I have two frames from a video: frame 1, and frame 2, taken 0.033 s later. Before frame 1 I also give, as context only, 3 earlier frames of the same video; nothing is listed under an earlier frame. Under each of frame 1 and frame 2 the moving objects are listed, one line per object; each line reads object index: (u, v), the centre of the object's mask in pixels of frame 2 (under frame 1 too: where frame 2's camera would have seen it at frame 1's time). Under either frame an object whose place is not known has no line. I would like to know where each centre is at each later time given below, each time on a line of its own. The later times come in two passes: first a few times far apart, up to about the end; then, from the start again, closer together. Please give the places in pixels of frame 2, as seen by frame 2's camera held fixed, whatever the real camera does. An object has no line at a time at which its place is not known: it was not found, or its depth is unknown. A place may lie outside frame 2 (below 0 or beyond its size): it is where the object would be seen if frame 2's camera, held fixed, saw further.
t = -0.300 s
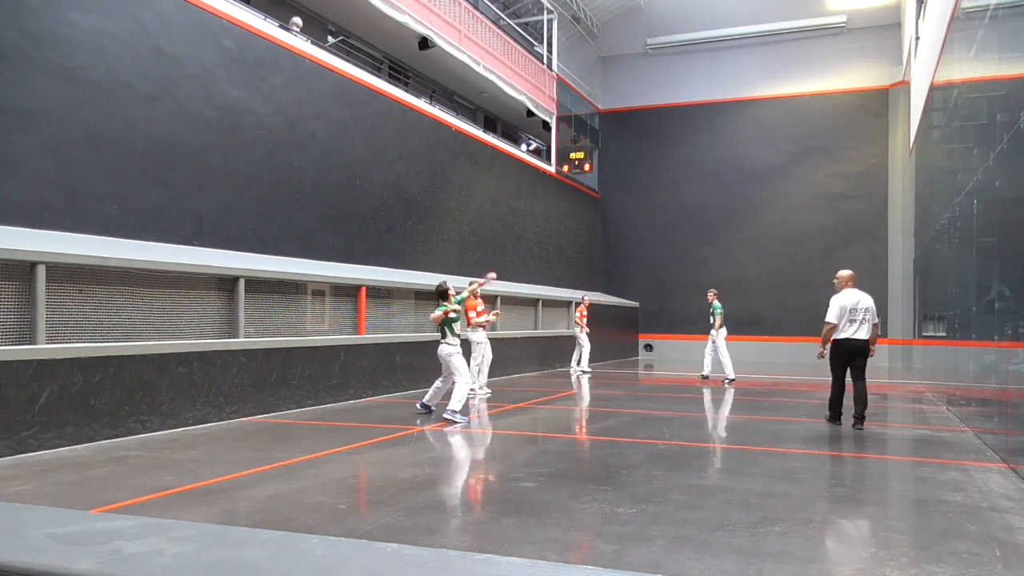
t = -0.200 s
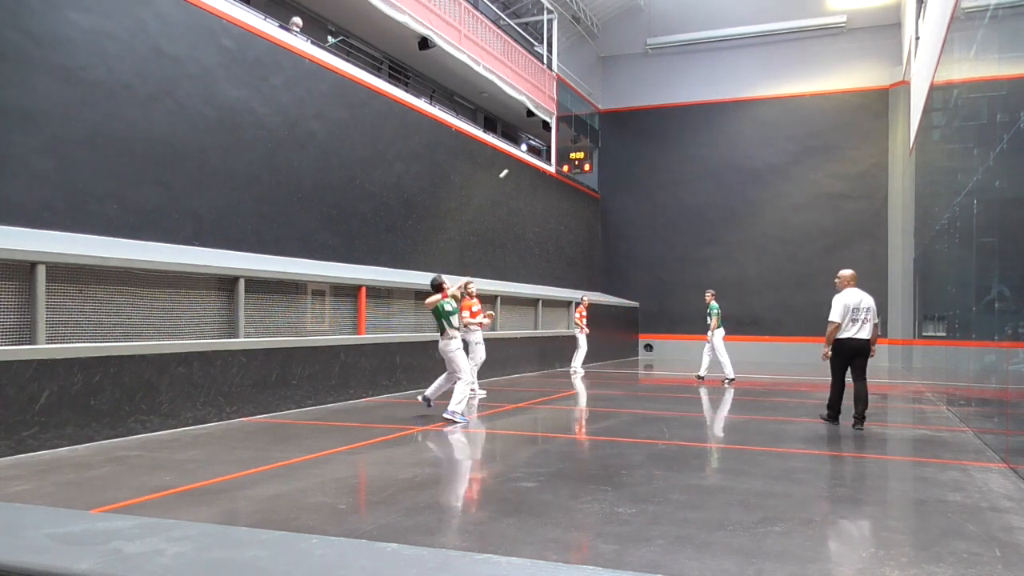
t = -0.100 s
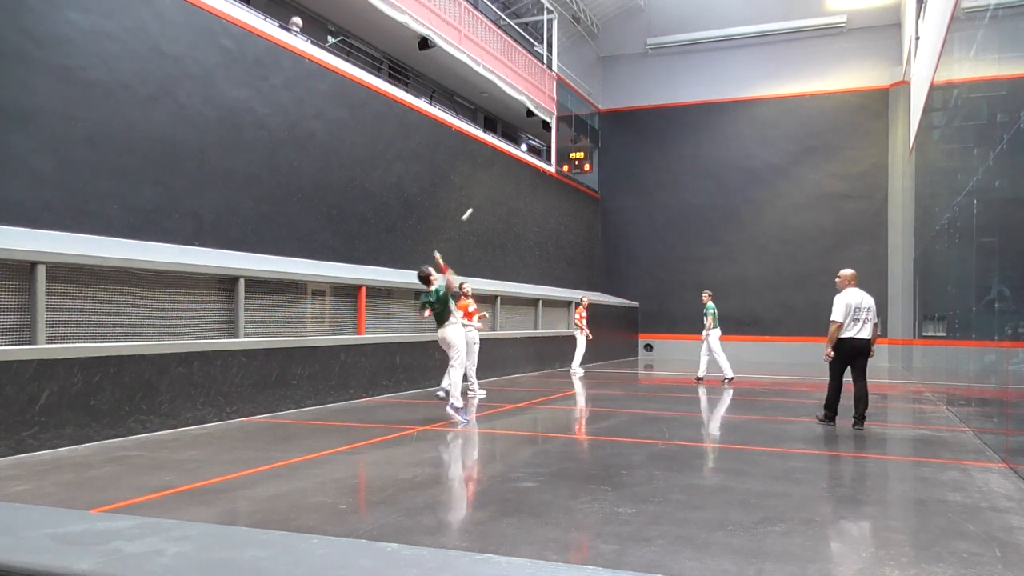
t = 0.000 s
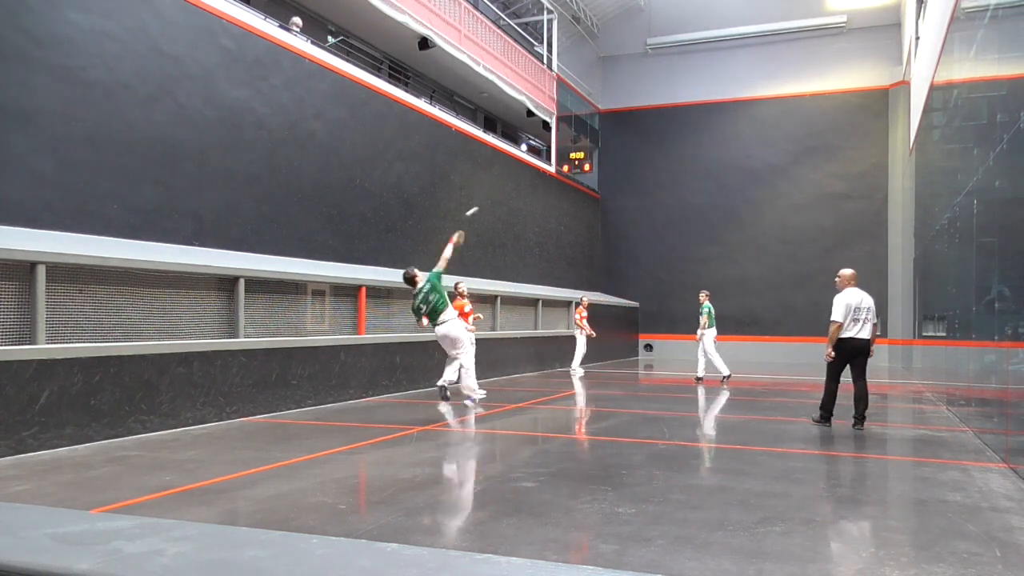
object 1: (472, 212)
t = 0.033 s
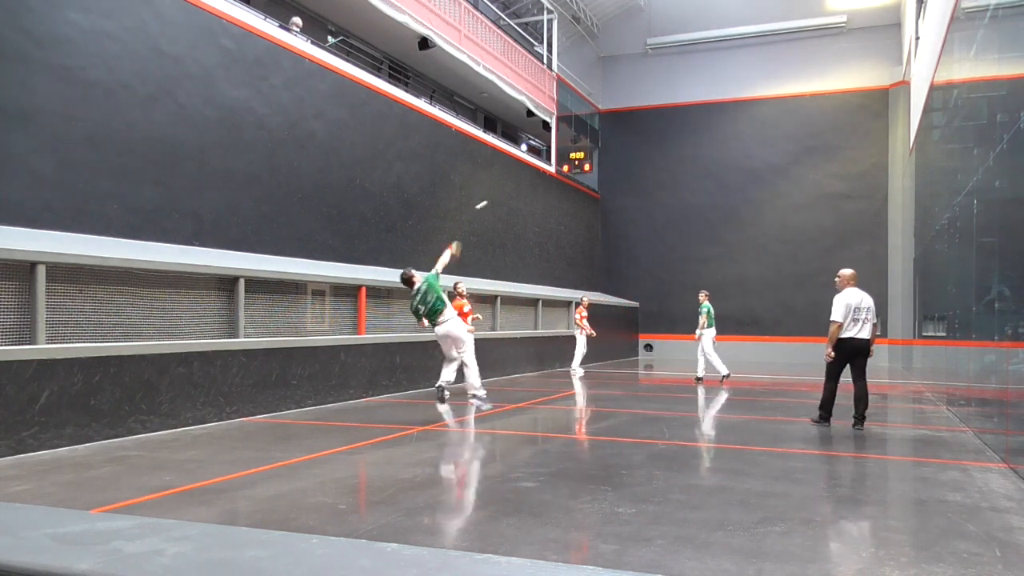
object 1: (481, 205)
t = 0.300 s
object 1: (569, 167)
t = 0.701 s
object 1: (631, 186)
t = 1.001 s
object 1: (656, 226)
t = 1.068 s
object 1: (659, 235)
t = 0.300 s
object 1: (569, 167)
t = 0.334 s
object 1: (574, 166)
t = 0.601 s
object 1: (620, 177)
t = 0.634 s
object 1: (622, 179)
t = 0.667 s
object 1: (627, 182)
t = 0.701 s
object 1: (631, 186)
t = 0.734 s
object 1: (633, 189)
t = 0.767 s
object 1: (637, 194)
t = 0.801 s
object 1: (641, 198)
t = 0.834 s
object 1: (643, 201)
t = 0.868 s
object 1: (646, 206)
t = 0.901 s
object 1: (649, 211)
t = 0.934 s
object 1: (650, 214)
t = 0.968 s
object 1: (653, 220)
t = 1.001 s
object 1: (656, 226)
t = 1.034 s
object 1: (657, 229)
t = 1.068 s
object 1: (659, 235)
